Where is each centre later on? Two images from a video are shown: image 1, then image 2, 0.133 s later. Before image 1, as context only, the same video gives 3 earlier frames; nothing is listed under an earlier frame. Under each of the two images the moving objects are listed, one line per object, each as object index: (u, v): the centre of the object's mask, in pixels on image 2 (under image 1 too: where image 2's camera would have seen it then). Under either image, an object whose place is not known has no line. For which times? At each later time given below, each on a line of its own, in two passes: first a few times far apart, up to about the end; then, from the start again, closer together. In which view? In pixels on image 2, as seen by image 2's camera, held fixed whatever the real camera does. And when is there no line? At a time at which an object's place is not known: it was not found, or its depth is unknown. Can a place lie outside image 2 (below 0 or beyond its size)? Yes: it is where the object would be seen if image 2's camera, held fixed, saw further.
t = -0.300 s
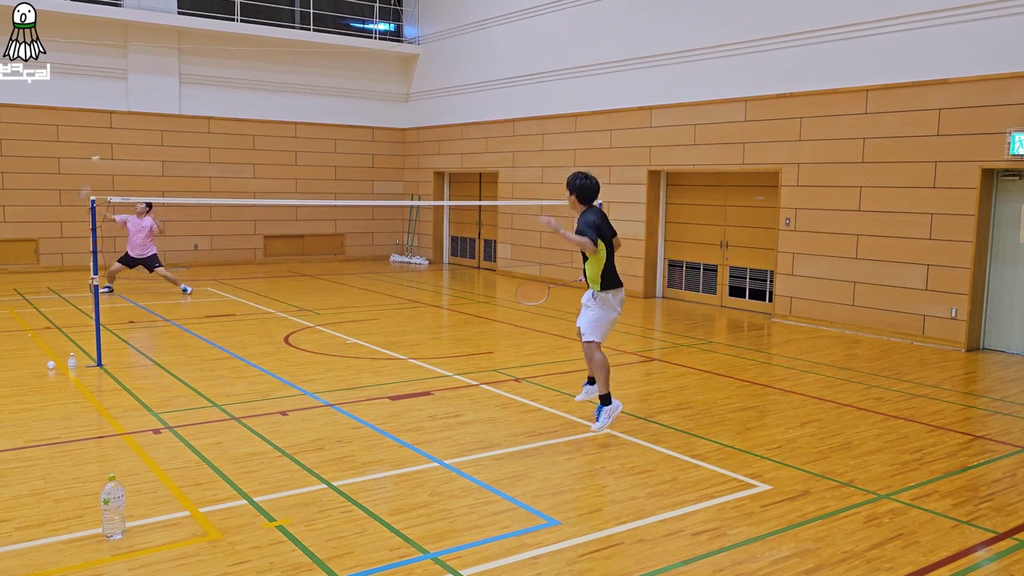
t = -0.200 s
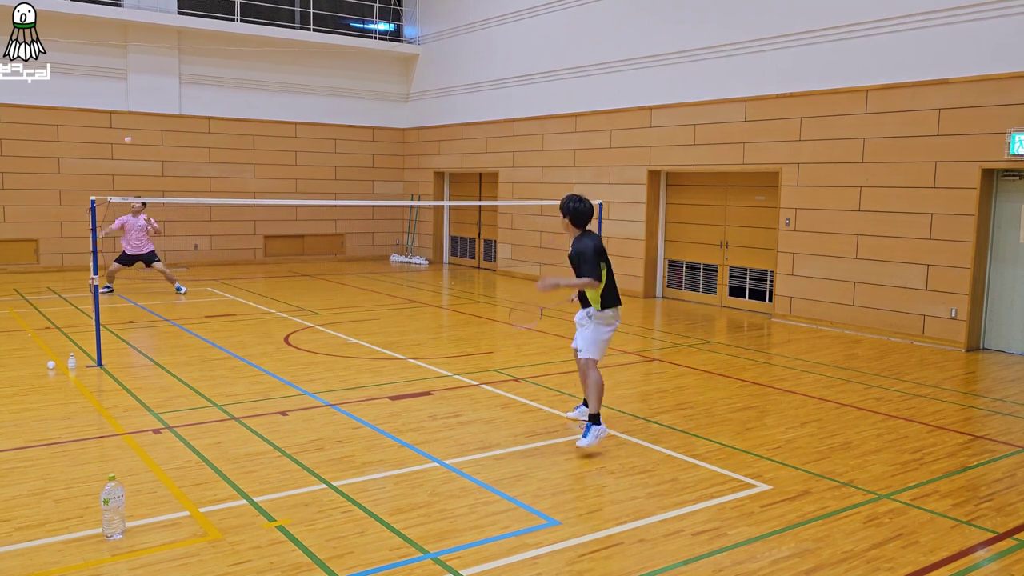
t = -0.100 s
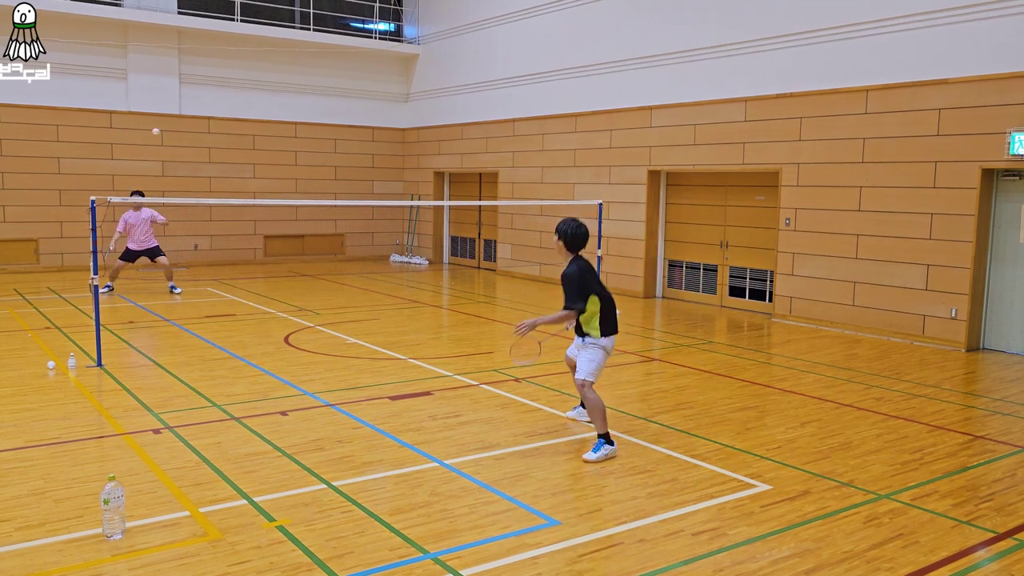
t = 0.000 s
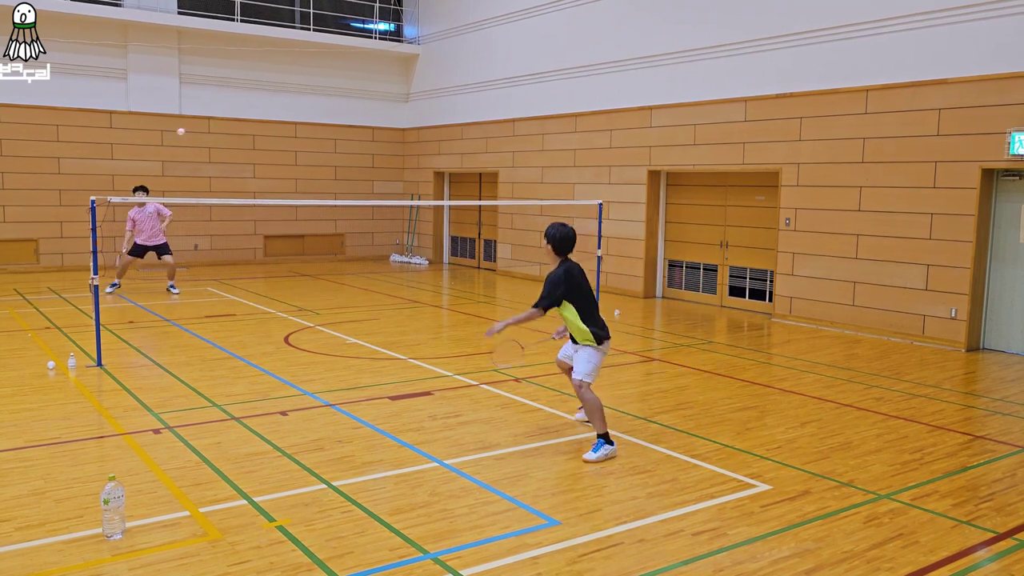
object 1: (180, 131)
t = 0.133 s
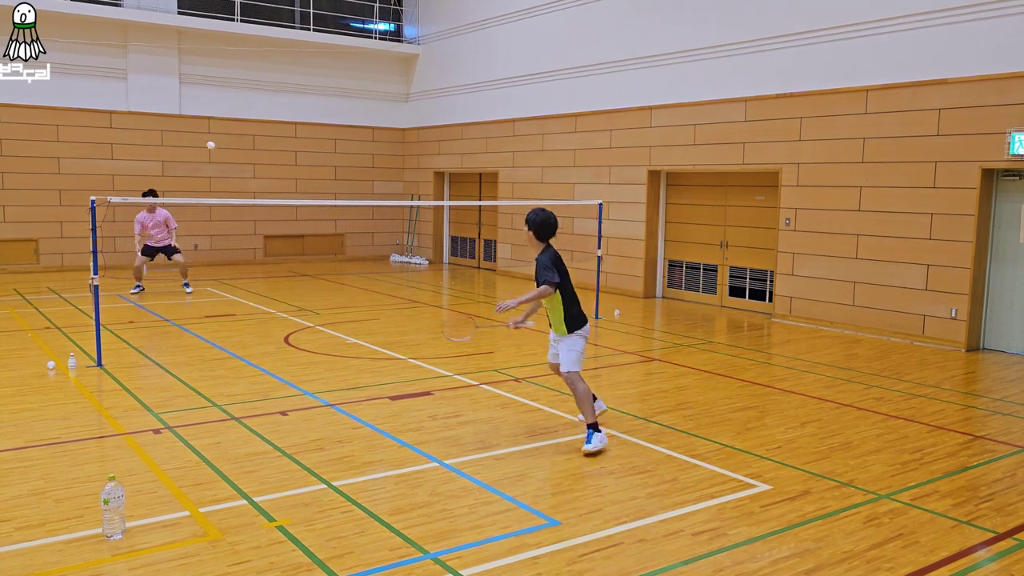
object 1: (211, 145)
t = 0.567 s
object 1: (292, 308)
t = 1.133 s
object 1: (329, 400)
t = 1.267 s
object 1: (330, 400)
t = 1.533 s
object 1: (337, 402)
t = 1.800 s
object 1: (339, 402)
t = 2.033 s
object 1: (339, 402)
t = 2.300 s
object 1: (340, 402)
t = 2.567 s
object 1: (339, 402)
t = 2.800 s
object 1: (340, 402)
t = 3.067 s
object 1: (339, 403)
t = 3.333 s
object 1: (339, 403)
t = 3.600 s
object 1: (340, 403)
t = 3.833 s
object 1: (340, 403)
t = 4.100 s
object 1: (340, 402)
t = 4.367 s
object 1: (340, 403)
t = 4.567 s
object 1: (341, 404)
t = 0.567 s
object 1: (292, 308)
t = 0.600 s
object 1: (296, 327)
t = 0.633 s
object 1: (301, 348)
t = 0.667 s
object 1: (306, 371)
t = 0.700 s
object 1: (310, 392)
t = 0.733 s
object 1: (313, 397)
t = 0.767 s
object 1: (313, 390)
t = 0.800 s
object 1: (313, 386)
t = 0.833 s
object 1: (315, 382)
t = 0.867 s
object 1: (317, 380)
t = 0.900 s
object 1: (318, 378)
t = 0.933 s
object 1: (320, 377)
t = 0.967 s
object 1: (322, 376)
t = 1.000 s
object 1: (324, 377)
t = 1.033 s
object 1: (326, 381)
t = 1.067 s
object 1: (327, 386)
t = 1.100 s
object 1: (328, 393)
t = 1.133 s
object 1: (329, 400)
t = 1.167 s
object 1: (329, 404)
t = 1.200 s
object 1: (330, 401)
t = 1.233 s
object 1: (330, 400)
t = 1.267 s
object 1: (330, 400)
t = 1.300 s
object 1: (331, 401)
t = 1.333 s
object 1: (333, 401)
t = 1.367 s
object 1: (334, 401)
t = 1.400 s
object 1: (334, 402)
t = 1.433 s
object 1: (334, 402)
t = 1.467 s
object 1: (335, 401)
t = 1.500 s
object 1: (336, 402)
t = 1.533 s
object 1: (337, 402)
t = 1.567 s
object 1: (337, 402)
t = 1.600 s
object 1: (338, 402)
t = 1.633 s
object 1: (338, 402)
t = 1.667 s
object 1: (339, 402)
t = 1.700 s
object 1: (339, 402)
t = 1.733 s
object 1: (339, 402)
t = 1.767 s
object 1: (340, 401)
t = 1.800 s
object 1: (339, 402)
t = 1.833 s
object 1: (339, 402)
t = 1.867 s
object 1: (339, 402)
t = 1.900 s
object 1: (339, 402)
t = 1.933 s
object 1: (339, 402)
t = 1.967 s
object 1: (339, 402)
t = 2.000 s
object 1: (339, 402)
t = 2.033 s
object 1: (339, 402)
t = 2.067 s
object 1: (339, 402)
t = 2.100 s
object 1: (339, 402)
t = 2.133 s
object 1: (340, 402)
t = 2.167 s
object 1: (340, 402)
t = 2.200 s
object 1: (340, 402)
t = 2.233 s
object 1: (340, 402)
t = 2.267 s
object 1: (340, 402)
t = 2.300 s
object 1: (340, 402)
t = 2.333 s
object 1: (340, 402)
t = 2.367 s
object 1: (340, 402)
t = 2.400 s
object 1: (340, 402)
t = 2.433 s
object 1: (340, 402)
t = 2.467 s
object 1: (340, 402)
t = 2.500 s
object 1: (340, 402)
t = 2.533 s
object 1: (340, 402)
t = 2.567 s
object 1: (339, 402)
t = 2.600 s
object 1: (340, 402)
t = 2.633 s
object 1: (339, 402)
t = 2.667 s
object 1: (339, 402)
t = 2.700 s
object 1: (339, 402)
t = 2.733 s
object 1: (340, 402)
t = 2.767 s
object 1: (340, 402)
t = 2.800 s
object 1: (340, 402)
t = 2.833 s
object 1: (340, 402)
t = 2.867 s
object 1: (340, 402)
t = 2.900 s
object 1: (340, 402)
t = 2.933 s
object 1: (340, 402)
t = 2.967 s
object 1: (340, 402)
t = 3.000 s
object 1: (340, 402)
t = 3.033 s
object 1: (340, 402)
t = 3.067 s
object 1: (339, 403)
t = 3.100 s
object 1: (339, 403)
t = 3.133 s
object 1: (339, 403)
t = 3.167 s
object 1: (339, 403)
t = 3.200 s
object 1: (339, 403)
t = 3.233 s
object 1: (339, 403)
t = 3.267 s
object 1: (339, 403)
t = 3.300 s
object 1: (339, 403)
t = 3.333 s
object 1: (339, 403)
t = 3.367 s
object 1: (339, 403)
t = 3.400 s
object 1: (339, 403)
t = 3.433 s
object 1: (339, 403)
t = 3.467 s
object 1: (339, 403)
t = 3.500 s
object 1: (339, 403)
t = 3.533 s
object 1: (340, 403)
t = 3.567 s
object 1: (339, 403)
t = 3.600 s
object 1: (340, 403)
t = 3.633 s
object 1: (340, 403)
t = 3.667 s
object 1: (339, 403)
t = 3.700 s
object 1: (339, 403)
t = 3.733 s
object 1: (339, 403)
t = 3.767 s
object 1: (339, 403)
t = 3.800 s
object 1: (340, 403)
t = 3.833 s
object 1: (340, 403)
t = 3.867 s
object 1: (339, 403)
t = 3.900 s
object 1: (339, 403)
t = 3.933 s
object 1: (340, 403)
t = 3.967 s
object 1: (339, 403)
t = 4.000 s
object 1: (340, 402)
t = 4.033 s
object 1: (339, 402)
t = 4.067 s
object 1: (340, 403)
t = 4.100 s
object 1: (340, 402)
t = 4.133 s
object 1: (340, 403)
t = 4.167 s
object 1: (340, 402)
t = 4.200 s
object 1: (340, 403)
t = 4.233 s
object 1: (340, 403)
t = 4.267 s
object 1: (340, 403)
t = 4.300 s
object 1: (340, 403)
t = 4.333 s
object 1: (340, 403)
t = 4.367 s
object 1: (340, 403)
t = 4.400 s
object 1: (341, 403)
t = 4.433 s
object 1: (341, 403)
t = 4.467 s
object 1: (341, 403)
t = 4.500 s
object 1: (341, 403)
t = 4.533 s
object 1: (341, 404)
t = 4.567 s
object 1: (341, 404)
